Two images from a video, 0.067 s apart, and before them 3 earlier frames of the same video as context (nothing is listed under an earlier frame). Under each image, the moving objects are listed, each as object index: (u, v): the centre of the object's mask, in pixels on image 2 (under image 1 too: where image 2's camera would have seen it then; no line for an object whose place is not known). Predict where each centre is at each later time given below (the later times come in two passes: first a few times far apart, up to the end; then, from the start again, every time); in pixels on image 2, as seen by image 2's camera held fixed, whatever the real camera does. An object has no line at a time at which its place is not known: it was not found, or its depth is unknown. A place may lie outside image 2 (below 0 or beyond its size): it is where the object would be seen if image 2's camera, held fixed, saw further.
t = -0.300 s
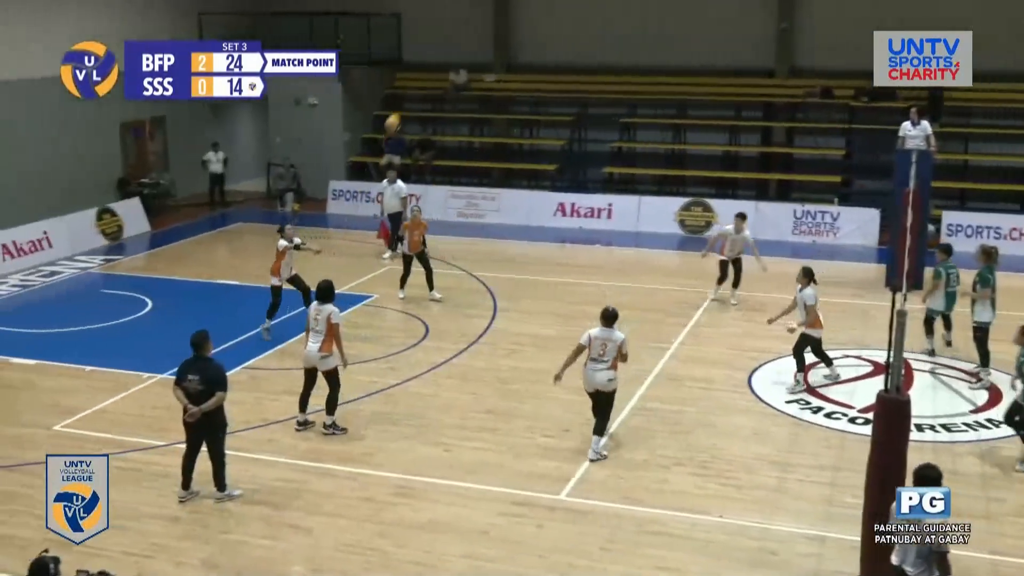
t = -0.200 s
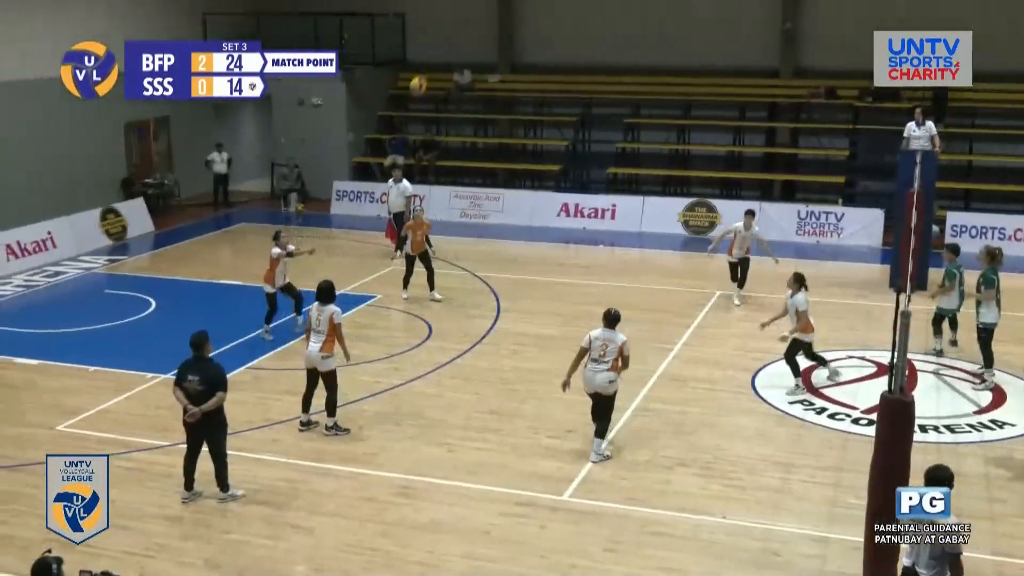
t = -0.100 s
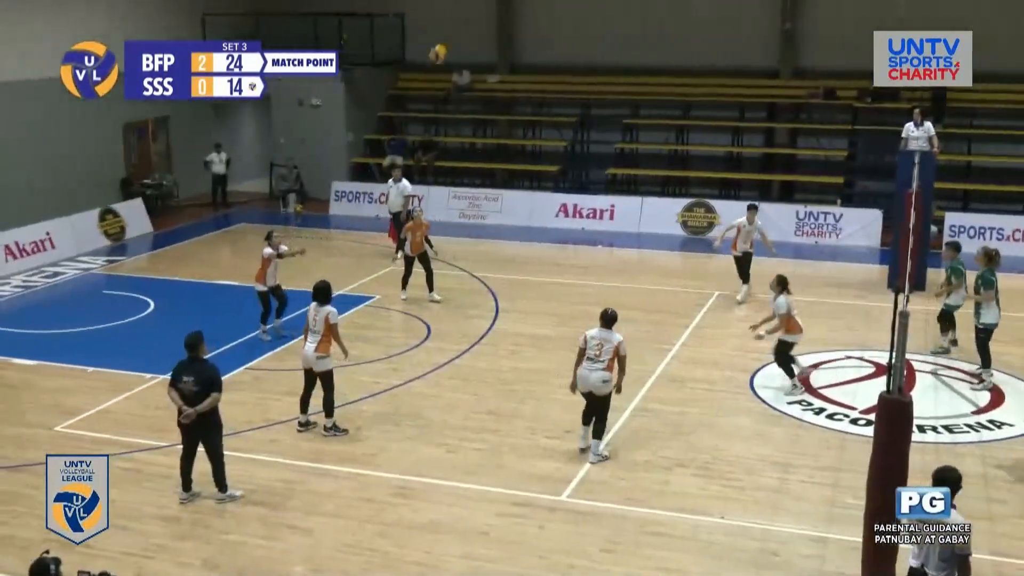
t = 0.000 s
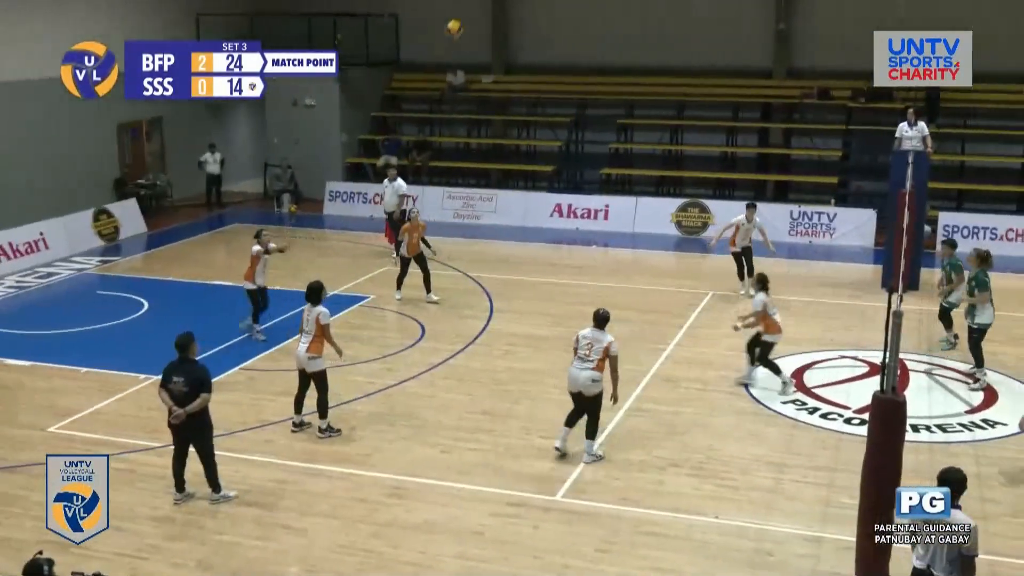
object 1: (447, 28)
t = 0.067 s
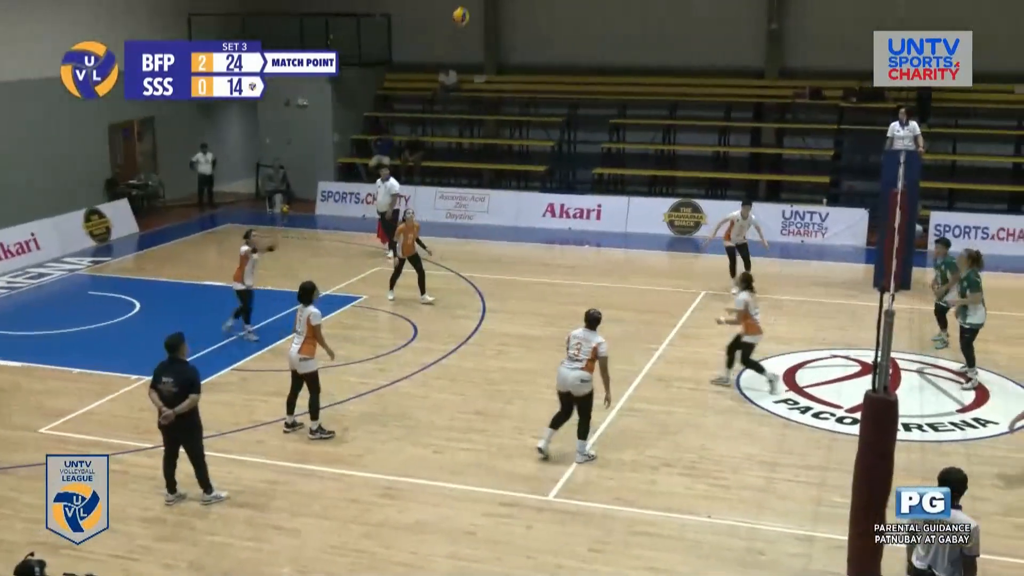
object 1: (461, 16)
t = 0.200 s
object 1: (489, 4)
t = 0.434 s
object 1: (540, 13)
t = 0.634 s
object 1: (581, 54)
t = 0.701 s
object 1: (595, 76)
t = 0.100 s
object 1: (468, 12)
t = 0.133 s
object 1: (475, 8)
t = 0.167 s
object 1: (482, 6)
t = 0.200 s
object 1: (489, 4)
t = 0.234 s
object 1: (496, 4)
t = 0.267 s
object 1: (502, 4)
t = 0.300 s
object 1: (509, 3)
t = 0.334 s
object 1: (518, 3)
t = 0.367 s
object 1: (526, 5)
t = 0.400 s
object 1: (533, 9)
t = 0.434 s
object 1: (540, 13)
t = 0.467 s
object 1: (546, 17)
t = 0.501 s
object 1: (553, 23)
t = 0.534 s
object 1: (560, 30)
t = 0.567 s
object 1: (567, 37)
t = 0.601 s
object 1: (574, 45)
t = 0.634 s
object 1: (581, 54)
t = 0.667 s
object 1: (589, 65)
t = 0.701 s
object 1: (595, 76)
